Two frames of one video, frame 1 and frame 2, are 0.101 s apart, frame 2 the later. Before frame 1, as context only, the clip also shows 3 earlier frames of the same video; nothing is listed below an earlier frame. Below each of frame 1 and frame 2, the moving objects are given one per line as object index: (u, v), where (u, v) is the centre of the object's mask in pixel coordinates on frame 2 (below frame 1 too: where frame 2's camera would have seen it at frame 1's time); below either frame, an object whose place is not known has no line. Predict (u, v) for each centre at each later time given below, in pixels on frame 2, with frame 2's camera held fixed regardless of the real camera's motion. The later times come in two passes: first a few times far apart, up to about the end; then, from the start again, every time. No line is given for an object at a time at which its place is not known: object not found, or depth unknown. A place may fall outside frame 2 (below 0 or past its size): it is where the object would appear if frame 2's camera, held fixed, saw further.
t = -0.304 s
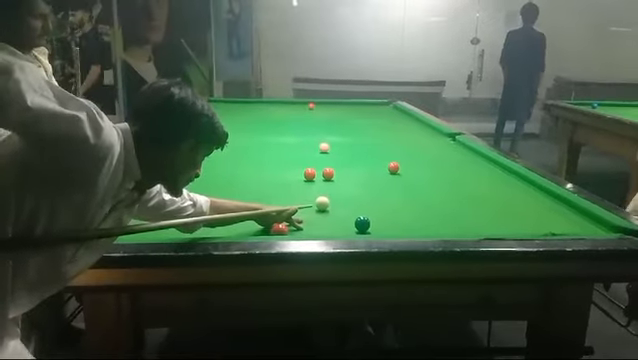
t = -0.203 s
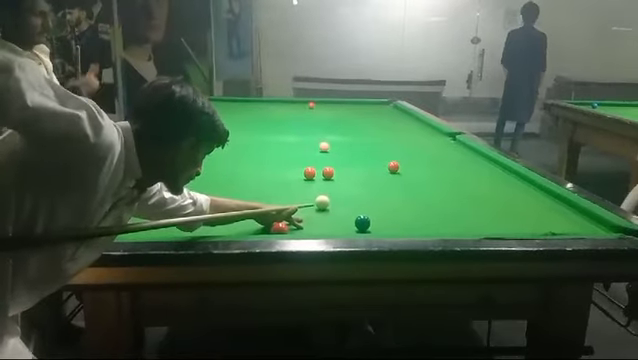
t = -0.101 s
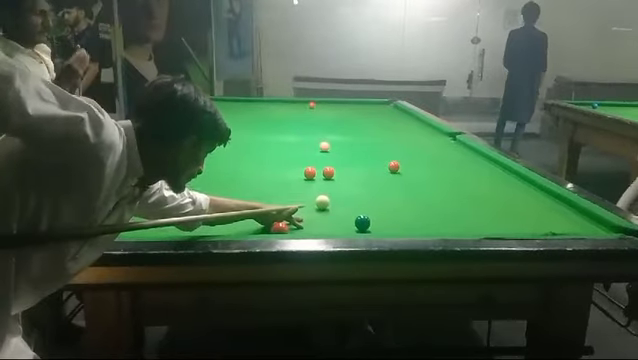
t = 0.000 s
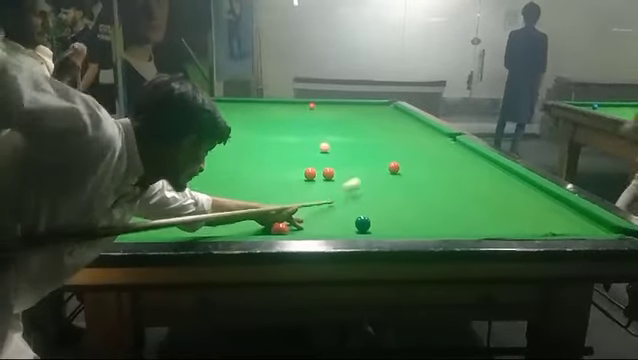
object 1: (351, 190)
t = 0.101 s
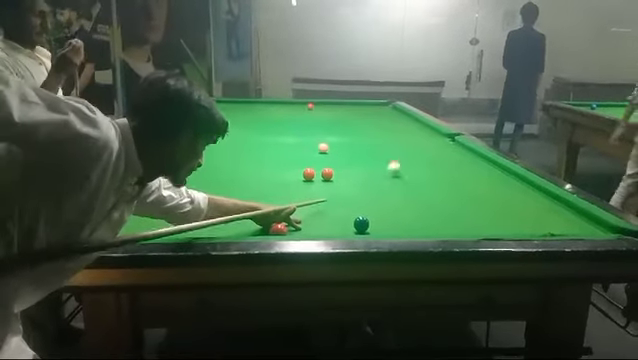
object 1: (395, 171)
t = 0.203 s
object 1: (421, 172)
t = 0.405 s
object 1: (463, 174)
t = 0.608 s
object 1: (497, 175)
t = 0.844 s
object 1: (502, 177)
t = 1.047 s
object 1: (482, 178)
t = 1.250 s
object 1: (463, 178)
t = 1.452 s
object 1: (445, 179)
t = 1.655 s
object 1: (427, 180)
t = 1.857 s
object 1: (411, 181)
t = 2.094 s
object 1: (393, 181)
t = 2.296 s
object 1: (379, 182)
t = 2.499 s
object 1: (366, 183)
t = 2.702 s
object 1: (353, 184)
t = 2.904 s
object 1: (341, 184)
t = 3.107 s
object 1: (331, 185)
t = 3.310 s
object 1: (321, 186)
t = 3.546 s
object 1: (311, 187)
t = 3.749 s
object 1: (304, 186)
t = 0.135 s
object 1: (403, 168)
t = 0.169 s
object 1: (412, 168)
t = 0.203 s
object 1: (421, 172)
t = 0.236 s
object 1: (429, 172)
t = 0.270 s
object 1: (436, 173)
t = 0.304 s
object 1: (443, 173)
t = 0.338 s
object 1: (451, 173)
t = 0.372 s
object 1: (457, 174)
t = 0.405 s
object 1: (463, 174)
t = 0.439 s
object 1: (469, 174)
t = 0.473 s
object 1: (474, 175)
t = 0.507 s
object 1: (481, 175)
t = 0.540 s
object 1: (486, 175)
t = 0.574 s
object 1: (491, 175)
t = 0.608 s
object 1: (497, 175)
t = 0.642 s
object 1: (503, 176)
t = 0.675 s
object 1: (508, 176)
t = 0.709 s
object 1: (514, 176)
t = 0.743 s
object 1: (513, 177)
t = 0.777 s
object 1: (509, 177)
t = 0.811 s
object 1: (505, 177)
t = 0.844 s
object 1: (502, 177)
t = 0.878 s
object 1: (498, 177)
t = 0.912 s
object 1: (495, 177)
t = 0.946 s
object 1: (492, 178)
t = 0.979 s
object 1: (488, 178)
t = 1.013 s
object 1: (486, 178)
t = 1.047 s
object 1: (482, 178)
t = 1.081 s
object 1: (479, 178)
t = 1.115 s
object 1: (476, 178)
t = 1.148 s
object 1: (473, 178)
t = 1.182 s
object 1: (469, 178)
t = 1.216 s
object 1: (466, 179)
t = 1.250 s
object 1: (463, 178)
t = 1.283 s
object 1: (460, 179)
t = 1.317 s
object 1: (457, 179)
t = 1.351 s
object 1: (454, 179)
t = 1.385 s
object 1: (451, 179)
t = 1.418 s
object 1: (448, 179)
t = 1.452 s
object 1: (445, 179)
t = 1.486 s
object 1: (441, 180)
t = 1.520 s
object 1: (439, 179)
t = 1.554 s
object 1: (436, 180)
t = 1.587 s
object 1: (433, 180)
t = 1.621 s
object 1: (430, 179)
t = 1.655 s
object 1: (427, 180)
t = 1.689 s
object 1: (425, 180)
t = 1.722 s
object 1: (422, 180)
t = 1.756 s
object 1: (420, 180)
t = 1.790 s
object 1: (416, 180)
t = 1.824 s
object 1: (414, 181)
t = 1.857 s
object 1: (411, 181)
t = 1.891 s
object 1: (409, 181)
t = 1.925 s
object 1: (406, 181)
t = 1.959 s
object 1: (404, 181)
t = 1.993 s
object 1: (401, 181)
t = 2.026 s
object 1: (398, 181)
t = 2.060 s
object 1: (395, 181)
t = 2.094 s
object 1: (393, 181)
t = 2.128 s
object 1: (390, 181)
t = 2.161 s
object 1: (388, 182)
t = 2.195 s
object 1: (386, 182)
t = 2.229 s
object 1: (384, 182)
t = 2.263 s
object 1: (382, 182)
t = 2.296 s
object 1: (379, 182)
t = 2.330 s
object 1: (377, 183)
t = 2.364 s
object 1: (374, 183)
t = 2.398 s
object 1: (372, 183)
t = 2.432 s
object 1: (370, 183)
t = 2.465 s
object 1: (368, 183)
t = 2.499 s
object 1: (366, 183)
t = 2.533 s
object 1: (364, 183)
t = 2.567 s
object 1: (362, 184)
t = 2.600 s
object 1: (359, 183)
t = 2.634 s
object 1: (357, 184)
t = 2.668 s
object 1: (355, 184)
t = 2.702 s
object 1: (353, 184)
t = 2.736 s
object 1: (351, 184)
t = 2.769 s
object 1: (349, 184)
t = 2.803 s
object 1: (347, 184)
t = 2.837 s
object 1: (345, 184)
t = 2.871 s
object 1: (343, 184)
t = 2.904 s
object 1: (341, 184)
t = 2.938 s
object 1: (340, 185)
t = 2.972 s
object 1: (338, 185)
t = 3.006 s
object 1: (336, 185)
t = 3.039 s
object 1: (334, 185)
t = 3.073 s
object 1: (332, 185)
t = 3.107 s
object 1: (331, 185)
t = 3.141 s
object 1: (329, 185)
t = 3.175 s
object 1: (327, 186)
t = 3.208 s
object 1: (326, 186)
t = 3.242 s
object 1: (324, 185)
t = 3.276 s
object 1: (323, 186)
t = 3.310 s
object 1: (321, 186)
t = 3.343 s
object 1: (320, 186)
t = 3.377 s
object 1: (318, 186)
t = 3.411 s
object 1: (317, 186)
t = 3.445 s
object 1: (315, 186)
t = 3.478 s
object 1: (314, 186)
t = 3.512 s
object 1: (312, 187)
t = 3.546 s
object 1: (311, 187)
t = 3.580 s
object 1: (310, 186)
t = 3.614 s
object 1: (309, 186)
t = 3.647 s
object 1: (307, 186)
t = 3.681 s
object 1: (306, 186)
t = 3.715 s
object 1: (305, 186)
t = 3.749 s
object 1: (304, 186)
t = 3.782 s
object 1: (303, 186)
